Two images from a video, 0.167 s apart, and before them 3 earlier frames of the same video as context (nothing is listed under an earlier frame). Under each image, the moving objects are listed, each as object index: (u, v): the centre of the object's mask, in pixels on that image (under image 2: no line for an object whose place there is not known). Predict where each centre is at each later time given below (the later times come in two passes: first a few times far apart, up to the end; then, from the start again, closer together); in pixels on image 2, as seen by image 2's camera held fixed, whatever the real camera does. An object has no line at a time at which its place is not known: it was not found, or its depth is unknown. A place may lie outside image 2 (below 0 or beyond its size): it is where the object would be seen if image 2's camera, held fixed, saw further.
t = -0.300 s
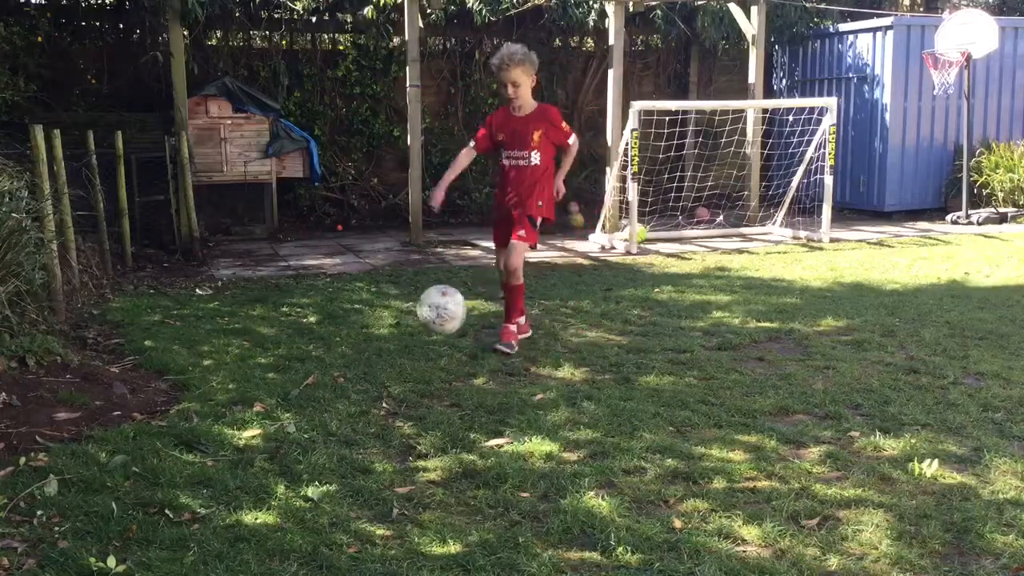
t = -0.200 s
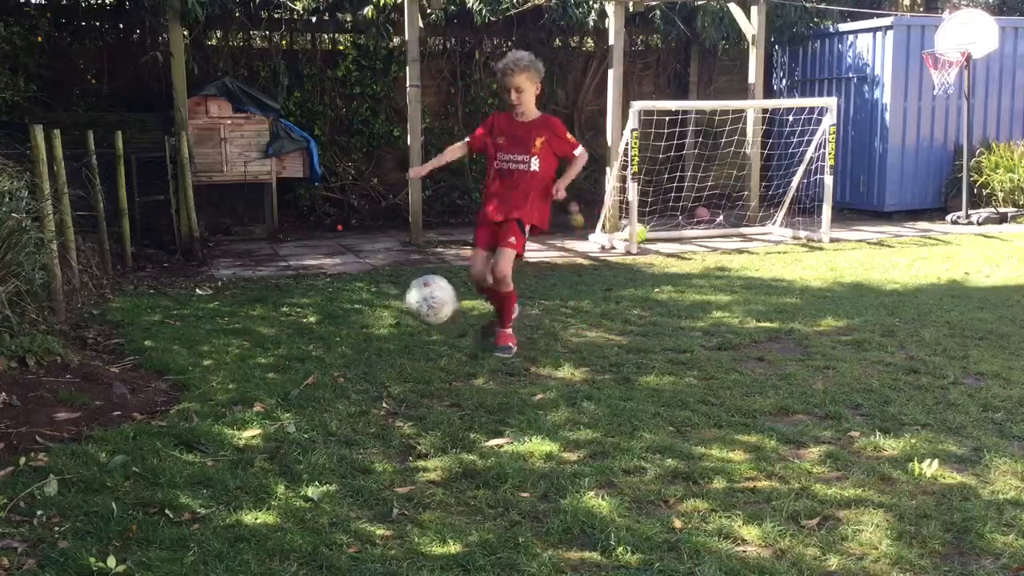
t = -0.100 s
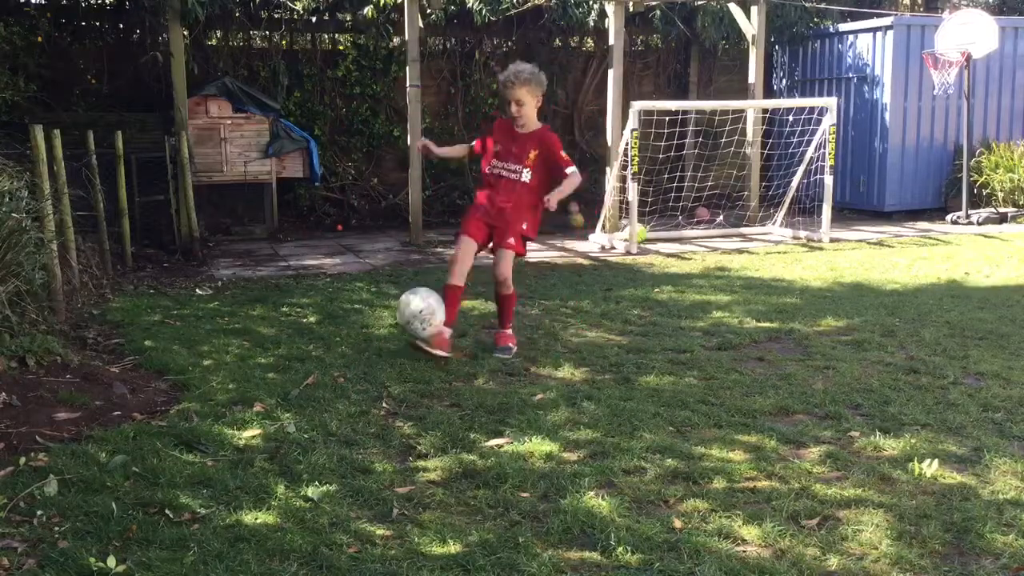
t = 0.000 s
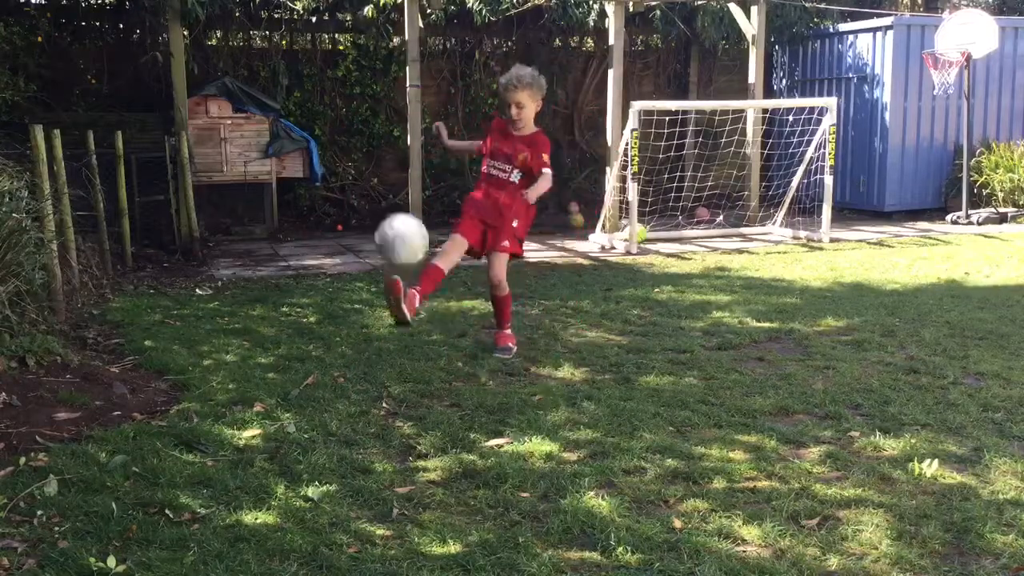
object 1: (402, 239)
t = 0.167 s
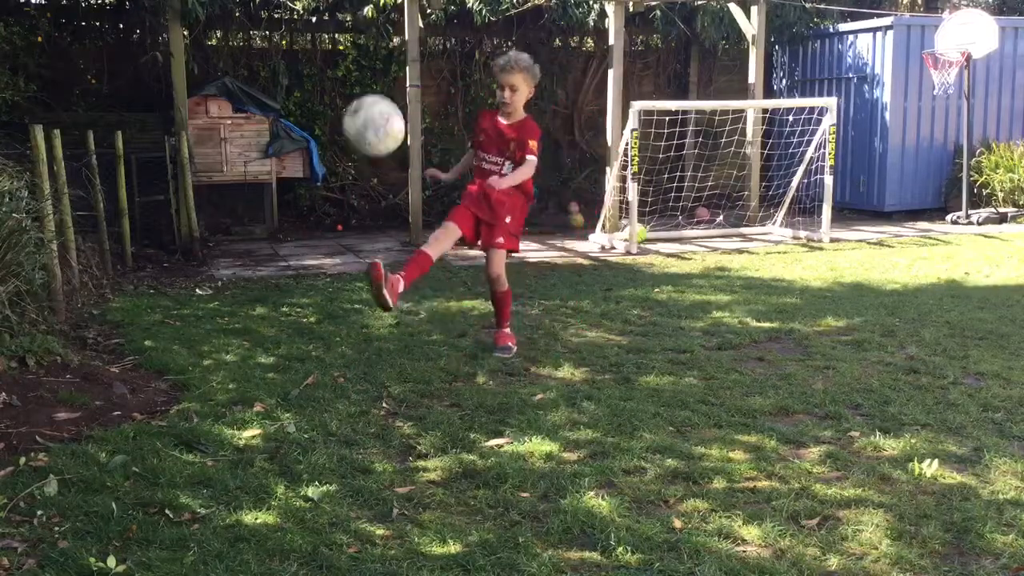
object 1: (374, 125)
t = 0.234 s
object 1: (361, 92)
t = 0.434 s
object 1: (316, 66)
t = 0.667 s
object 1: (252, 262)
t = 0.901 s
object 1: (211, 508)
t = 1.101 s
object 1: (264, 384)
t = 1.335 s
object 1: (357, 519)
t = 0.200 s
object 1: (367, 108)
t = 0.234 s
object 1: (361, 92)
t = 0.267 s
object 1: (353, 79)
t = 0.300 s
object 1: (347, 69)
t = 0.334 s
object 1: (339, 63)
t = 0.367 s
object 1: (333, 60)
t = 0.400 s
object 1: (324, 61)
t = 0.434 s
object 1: (316, 66)
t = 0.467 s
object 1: (308, 75)
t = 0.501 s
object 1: (298, 90)
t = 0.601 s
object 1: (275, 169)
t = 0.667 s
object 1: (252, 262)
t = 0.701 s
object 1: (238, 323)
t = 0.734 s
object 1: (225, 395)
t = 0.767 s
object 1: (212, 478)
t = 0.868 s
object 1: (204, 535)
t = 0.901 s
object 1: (211, 508)
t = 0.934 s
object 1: (217, 475)
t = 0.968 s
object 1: (227, 444)
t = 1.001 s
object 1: (235, 422)
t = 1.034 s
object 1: (243, 403)
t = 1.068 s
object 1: (253, 391)
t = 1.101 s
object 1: (264, 384)
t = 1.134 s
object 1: (275, 384)
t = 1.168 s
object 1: (287, 389)
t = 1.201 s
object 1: (300, 401)
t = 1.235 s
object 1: (313, 420)
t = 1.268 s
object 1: (328, 447)
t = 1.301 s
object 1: (342, 484)
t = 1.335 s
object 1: (357, 519)
